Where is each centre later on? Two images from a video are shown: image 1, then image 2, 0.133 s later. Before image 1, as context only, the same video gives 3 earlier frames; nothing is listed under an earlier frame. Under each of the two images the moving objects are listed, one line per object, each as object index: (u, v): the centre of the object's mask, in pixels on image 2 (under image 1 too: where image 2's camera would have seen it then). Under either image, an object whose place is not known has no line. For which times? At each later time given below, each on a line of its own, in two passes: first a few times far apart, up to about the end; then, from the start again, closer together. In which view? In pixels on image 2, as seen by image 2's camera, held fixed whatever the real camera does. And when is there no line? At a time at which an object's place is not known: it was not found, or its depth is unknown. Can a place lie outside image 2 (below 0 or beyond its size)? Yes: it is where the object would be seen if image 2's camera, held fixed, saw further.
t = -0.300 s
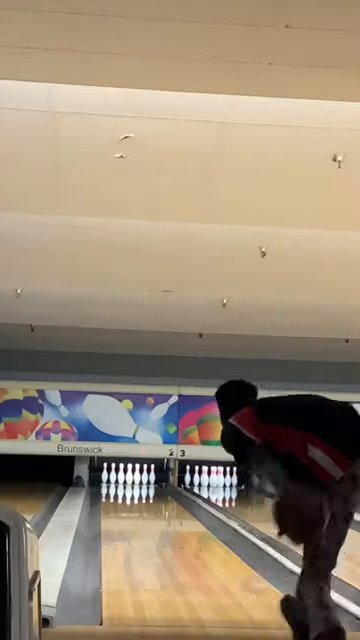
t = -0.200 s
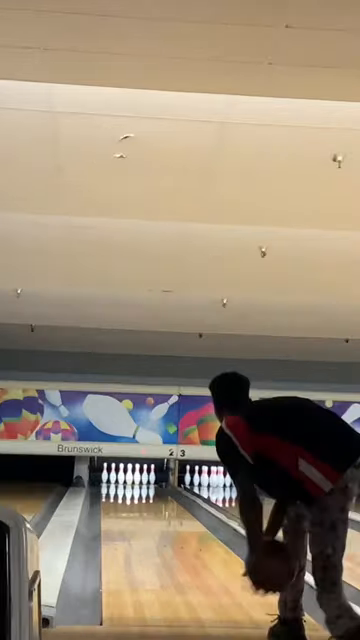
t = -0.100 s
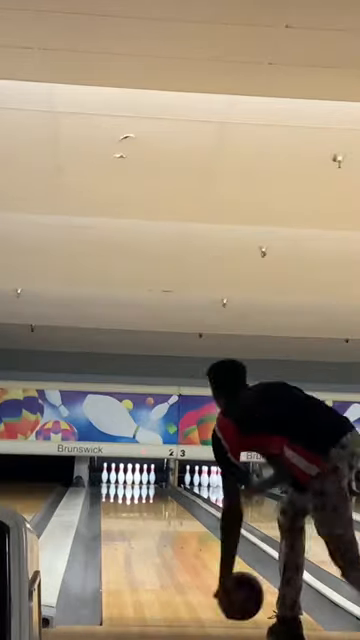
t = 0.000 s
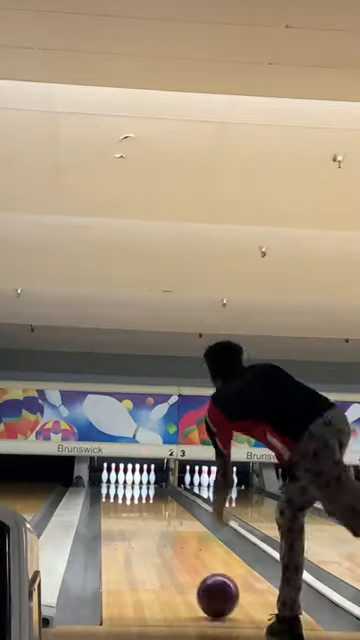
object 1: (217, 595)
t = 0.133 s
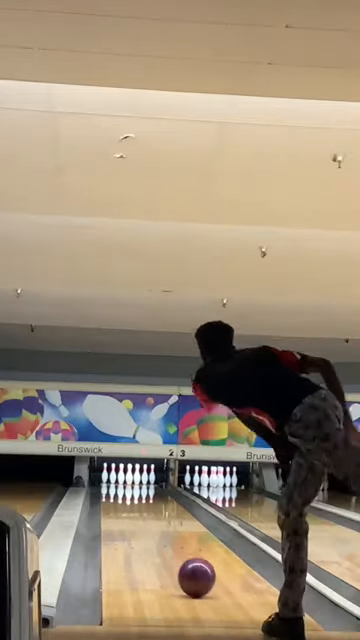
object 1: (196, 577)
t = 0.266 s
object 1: (180, 563)
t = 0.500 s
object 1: (159, 543)
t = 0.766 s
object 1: (142, 527)
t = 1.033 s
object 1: (131, 515)
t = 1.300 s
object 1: (123, 506)
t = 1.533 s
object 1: (117, 499)
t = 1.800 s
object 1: (112, 493)
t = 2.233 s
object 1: (112, 487)
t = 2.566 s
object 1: (116, 482)
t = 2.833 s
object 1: (122, 479)
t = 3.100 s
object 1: (124, 478)
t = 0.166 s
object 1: (192, 573)
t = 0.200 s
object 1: (188, 570)
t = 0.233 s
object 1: (184, 566)
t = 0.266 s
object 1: (180, 563)
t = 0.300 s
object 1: (176, 560)
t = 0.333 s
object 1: (173, 557)
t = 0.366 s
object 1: (170, 554)
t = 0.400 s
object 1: (167, 551)
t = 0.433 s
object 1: (164, 549)
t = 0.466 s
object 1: (161, 546)
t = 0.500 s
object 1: (159, 543)
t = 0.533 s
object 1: (156, 541)
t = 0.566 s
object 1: (154, 539)
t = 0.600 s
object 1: (152, 537)
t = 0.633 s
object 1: (150, 535)
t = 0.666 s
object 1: (148, 533)
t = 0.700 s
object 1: (146, 531)
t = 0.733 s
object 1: (144, 529)
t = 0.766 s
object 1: (142, 527)
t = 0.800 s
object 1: (141, 525)
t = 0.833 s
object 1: (139, 524)
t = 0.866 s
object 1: (138, 522)
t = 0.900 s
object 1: (136, 521)
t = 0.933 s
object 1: (135, 519)
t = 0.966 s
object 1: (133, 518)
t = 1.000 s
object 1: (132, 517)
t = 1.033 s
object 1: (131, 515)
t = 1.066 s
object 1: (130, 514)
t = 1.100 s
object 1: (128, 513)
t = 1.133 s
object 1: (128, 512)
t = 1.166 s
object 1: (126, 511)
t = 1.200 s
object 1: (125, 509)
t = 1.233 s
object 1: (124, 508)
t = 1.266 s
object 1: (124, 506)
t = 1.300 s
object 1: (123, 506)
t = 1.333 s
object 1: (122, 505)
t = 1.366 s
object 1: (121, 504)
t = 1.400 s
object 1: (120, 503)
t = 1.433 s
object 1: (119, 502)
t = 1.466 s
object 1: (119, 501)
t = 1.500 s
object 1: (118, 500)
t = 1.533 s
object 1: (117, 499)
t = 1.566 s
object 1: (117, 498)
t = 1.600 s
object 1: (117, 498)
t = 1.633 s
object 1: (116, 497)
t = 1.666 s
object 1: (116, 496)
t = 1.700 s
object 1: (115, 496)
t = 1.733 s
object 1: (114, 495)
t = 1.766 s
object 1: (114, 494)
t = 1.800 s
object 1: (112, 493)
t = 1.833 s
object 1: (110, 494)
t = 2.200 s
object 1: (113, 486)
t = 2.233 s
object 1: (112, 487)
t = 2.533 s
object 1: (116, 482)
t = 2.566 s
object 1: (116, 482)
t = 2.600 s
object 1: (118, 482)
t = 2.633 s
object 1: (118, 482)
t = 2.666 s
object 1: (119, 481)
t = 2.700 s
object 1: (120, 481)
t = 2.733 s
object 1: (120, 480)
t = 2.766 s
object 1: (121, 480)
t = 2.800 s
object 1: (121, 480)
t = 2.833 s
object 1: (122, 479)
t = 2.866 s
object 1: (124, 479)
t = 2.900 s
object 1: (123, 479)
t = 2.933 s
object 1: (123, 479)
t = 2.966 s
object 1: (124, 479)
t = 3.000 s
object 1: (124, 478)
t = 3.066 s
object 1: (125, 478)
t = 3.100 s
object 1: (124, 478)
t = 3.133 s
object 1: (123, 478)
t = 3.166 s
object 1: (122, 478)
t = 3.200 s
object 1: (122, 478)
